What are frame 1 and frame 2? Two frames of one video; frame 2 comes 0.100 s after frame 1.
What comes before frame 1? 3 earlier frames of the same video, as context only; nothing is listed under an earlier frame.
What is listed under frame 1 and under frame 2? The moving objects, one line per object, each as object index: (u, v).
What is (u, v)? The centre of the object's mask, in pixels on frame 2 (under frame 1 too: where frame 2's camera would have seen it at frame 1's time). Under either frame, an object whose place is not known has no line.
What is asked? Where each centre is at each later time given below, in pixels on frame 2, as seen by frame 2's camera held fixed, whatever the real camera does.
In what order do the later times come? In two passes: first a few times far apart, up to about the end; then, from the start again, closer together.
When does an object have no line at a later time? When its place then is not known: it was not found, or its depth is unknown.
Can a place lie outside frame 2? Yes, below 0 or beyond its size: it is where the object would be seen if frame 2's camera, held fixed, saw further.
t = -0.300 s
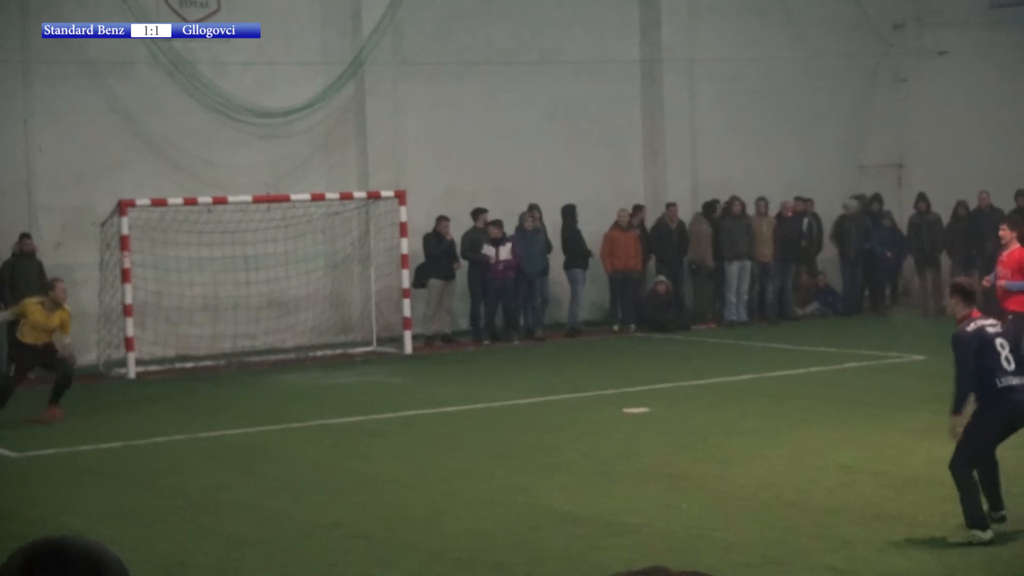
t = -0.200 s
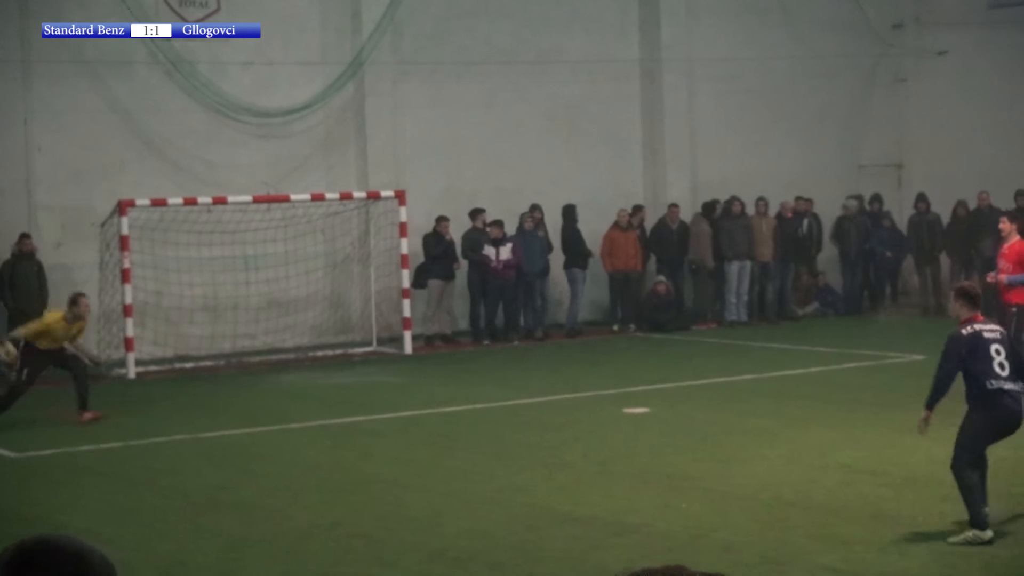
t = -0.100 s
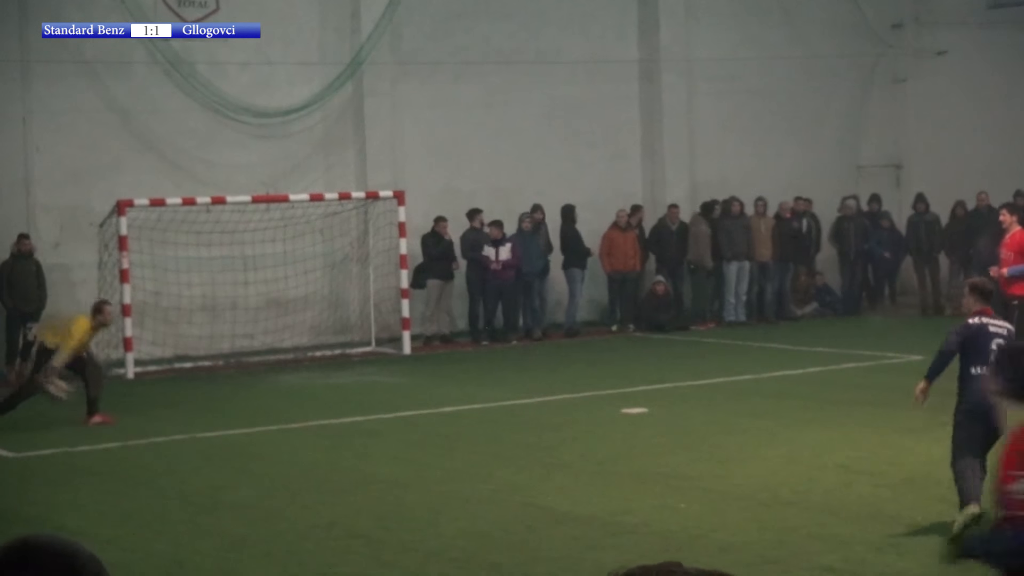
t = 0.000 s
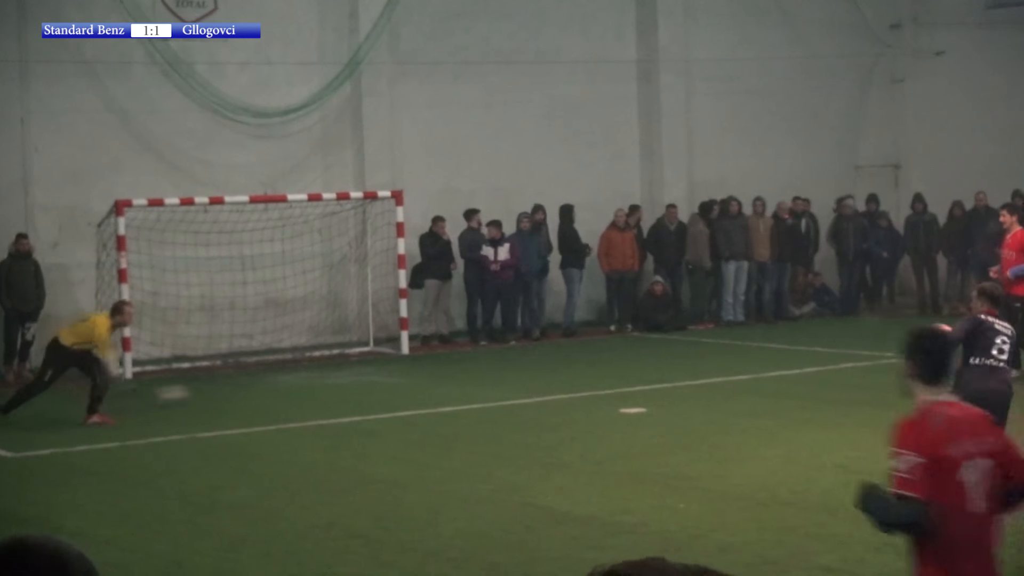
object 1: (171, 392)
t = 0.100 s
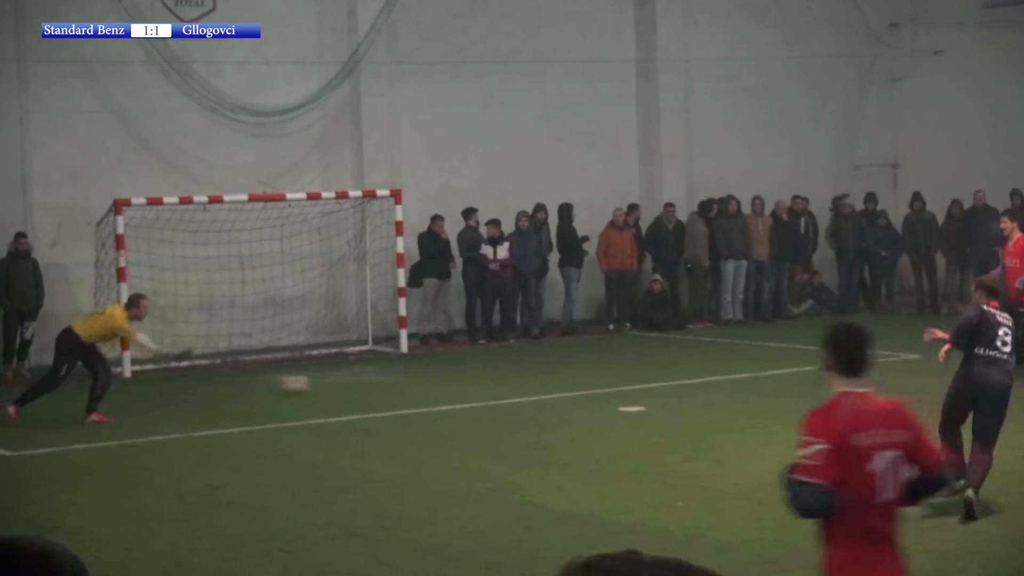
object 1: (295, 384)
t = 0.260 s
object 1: (476, 387)
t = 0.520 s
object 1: (694, 375)
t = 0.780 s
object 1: (872, 370)
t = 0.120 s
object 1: (319, 384)
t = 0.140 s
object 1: (343, 385)
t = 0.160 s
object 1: (367, 385)
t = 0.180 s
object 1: (391, 386)
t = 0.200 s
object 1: (413, 388)
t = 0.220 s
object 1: (437, 391)
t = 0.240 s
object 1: (457, 392)
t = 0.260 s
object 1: (476, 387)
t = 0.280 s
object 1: (494, 384)
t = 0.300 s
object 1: (512, 380)
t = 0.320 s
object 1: (529, 378)
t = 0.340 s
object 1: (545, 375)
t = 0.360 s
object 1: (562, 373)
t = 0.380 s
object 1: (577, 372)
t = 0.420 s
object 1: (618, 369)
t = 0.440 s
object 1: (630, 370)
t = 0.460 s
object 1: (645, 371)
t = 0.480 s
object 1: (662, 371)
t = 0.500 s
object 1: (678, 373)
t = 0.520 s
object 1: (694, 375)
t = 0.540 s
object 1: (710, 377)
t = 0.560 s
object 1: (725, 378)
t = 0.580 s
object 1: (739, 375)
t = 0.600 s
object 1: (752, 373)
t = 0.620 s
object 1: (766, 369)
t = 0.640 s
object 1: (779, 368)
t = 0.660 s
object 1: (793, 367)
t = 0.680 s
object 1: (805, 366)
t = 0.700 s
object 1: (820, 366)
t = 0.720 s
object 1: (833, 366)
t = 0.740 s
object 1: (845, 366)
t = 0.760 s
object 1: (859, 368)
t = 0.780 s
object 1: (872, 370)
